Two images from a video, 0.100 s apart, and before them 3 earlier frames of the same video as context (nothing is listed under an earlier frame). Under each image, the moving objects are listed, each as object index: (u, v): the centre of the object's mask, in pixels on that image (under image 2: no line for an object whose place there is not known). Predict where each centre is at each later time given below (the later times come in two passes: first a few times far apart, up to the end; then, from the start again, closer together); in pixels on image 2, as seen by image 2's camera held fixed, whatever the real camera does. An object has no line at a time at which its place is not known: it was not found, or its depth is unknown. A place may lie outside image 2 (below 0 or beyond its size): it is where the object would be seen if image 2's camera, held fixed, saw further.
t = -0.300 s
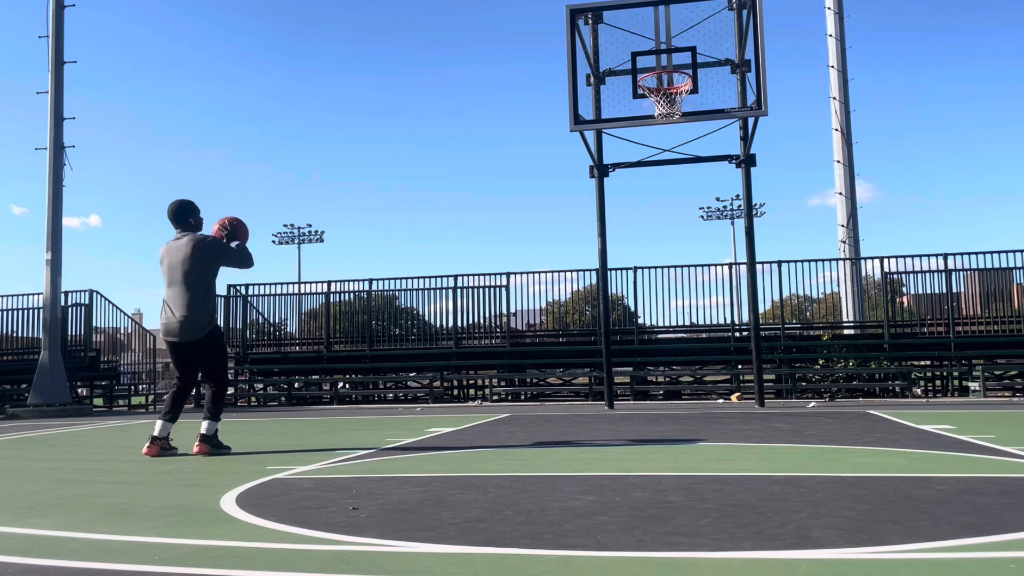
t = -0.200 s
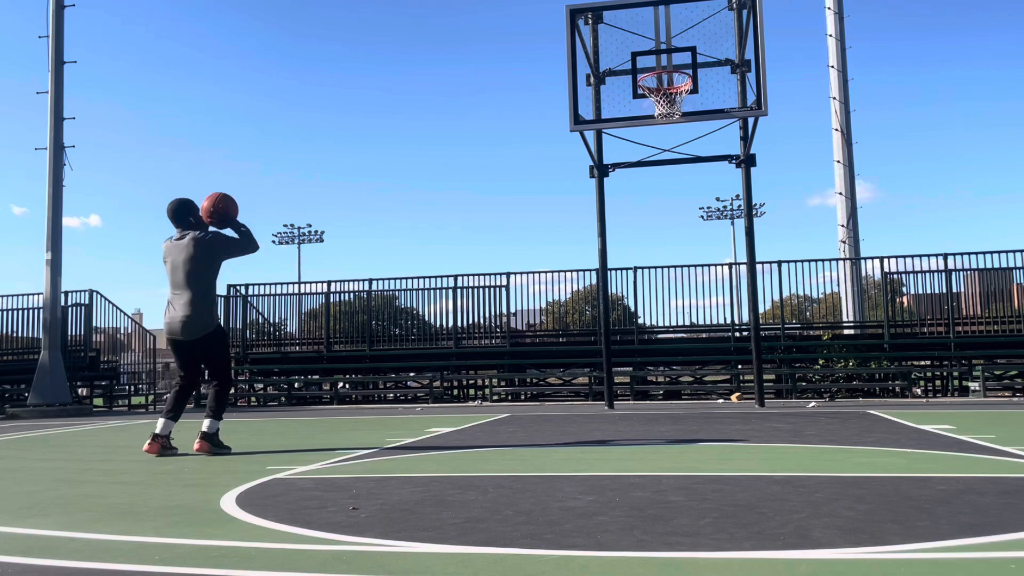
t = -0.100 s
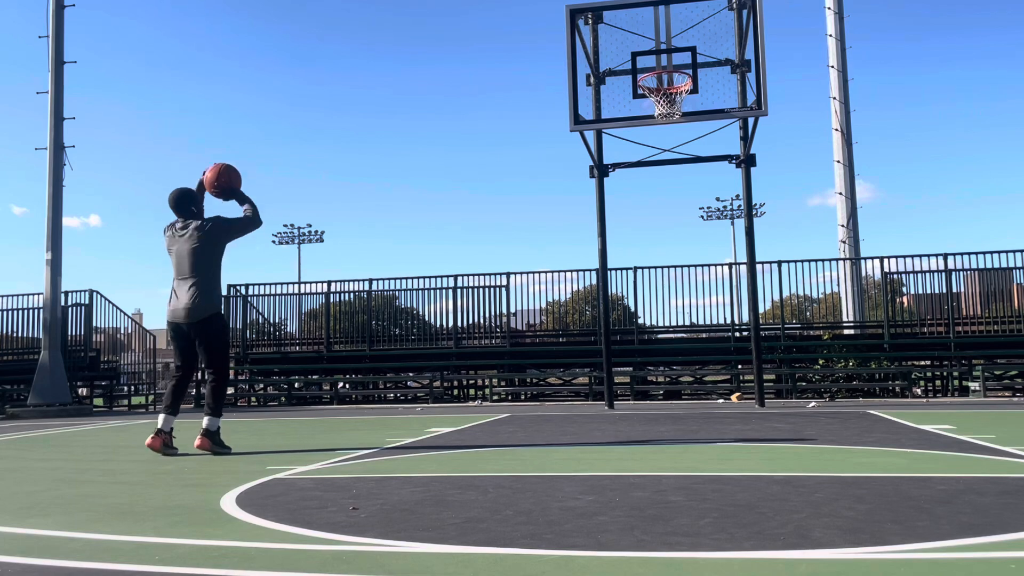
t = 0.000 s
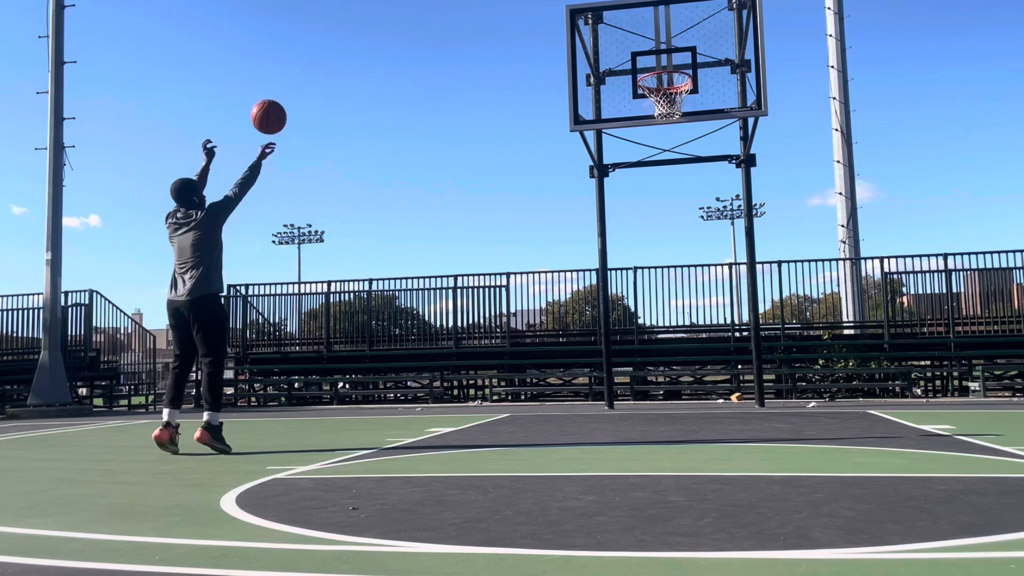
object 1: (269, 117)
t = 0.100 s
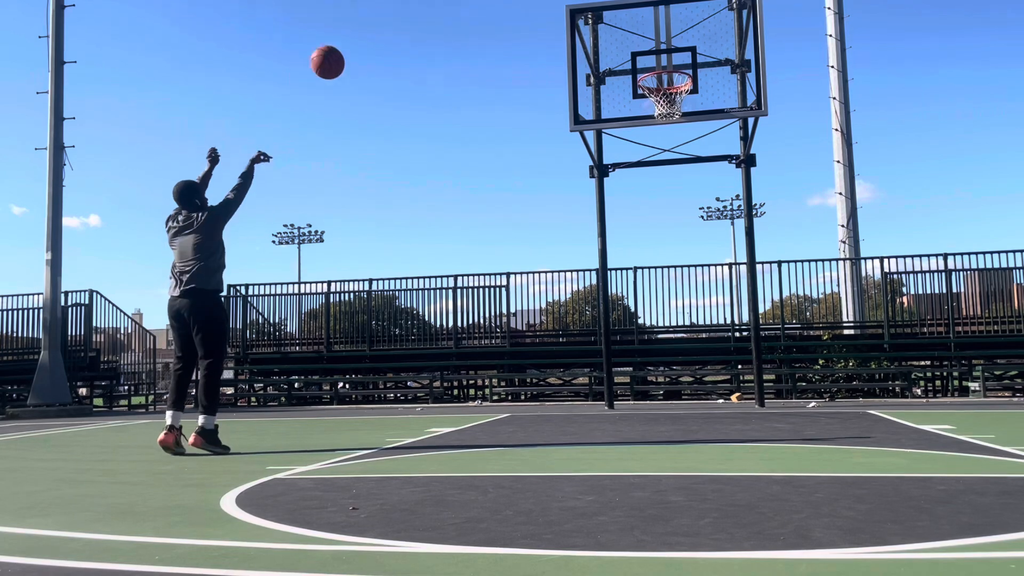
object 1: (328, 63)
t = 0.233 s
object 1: (399, 16)
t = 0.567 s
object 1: (547, 6)
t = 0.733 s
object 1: (610, 33)
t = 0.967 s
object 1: (671, 89)
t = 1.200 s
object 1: (665, 96)
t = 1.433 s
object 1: (661, 123)
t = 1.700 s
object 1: (677, 211)
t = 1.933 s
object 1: (693, 348)
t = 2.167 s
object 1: (703, 329)
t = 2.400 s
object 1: (711, 257)
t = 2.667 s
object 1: (724, 245)
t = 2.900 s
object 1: (738, 294)
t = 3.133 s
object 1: (757, 399)
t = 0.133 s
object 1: (346, 48)
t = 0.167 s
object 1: (364, 36)
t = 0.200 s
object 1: (382, 25)
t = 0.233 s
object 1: (399, 16)
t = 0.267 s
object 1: (415, 11)
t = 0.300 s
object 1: (432, 8)
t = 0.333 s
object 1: (447, 6)
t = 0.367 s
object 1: (463, 4)
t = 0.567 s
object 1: (547, 6)
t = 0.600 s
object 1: (560, 8)
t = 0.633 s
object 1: (573, 11)
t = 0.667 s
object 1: (586, 17)
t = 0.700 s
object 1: (598, 25)
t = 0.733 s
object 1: (610, 33)
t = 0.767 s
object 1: (622, 43)
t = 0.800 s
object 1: (634, 54)
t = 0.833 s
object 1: (642, 61)
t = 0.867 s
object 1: (649, 64)
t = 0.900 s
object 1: (655, 66)
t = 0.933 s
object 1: (663, 79)
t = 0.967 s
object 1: (671, 89)
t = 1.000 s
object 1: (677, 97)
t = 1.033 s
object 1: (676, 97)
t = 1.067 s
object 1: (673, 95)
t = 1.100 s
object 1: (670, 93)
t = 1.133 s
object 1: (668, 94)
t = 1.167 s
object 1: (666, 94)
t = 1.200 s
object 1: (665, 96)
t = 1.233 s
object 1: (664, 98)
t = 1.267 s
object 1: (660, 99)
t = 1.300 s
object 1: (660, 104)
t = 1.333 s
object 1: (659, 109)
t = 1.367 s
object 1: (659, 114)
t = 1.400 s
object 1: (659, 119)
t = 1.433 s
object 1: (661, 123)
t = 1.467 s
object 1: (663, 129)
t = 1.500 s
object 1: (665, 137)
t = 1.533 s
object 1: (667, 147)
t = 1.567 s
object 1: (668, 157)
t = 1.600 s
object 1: (670, 169)
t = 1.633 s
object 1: (673, 182)
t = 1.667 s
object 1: (675, 196)
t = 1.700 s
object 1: (677, 211)
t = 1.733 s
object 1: (679, 227)
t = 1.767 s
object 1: (681, 245)
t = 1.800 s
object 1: (684, 263)
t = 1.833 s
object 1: (686, 283)
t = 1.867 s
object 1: (688, 303)
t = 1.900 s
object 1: (691, 325)
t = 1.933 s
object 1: (693, 348)
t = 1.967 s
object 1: (696, 373)
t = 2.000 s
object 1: (698, 398)
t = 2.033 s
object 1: (700, 397)
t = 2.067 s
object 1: (700, 378)
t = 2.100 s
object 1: (701, 360)
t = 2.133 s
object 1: (702, 344)
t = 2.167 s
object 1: (703, 329)
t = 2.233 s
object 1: (705, 302)
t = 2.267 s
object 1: (706, 291)
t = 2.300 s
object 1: (707, 281)
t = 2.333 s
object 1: (708, 272)
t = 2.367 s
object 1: (709, 264)
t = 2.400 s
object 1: (711, 257)
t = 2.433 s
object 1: (712, 252)
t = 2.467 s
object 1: (714, 247)
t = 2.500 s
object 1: (715, 244)
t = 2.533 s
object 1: (717, 242)
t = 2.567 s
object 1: (718, 241)
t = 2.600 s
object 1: (720, 241)
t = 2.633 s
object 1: (722, 243)
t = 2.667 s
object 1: (724, 245)
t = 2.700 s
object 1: (726, 249)
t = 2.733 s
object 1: (728, 254)
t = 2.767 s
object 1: (730, 260)
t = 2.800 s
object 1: (732, 267)
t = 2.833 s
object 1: (734, 275)
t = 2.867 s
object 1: (736, 284)
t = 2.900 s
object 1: (738, 294)
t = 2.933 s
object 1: (741, 306)
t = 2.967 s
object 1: (743, 319)
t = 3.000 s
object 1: (746, 332)
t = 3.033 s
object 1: (748, 347)
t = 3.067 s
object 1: (751, 363)
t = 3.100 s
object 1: (754, 380)
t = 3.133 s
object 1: (757, 399)
